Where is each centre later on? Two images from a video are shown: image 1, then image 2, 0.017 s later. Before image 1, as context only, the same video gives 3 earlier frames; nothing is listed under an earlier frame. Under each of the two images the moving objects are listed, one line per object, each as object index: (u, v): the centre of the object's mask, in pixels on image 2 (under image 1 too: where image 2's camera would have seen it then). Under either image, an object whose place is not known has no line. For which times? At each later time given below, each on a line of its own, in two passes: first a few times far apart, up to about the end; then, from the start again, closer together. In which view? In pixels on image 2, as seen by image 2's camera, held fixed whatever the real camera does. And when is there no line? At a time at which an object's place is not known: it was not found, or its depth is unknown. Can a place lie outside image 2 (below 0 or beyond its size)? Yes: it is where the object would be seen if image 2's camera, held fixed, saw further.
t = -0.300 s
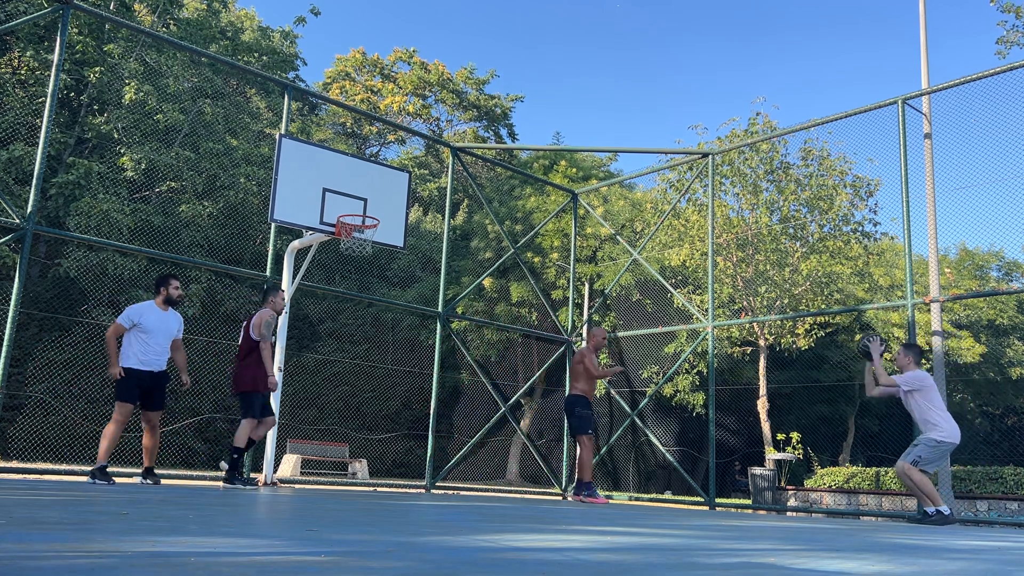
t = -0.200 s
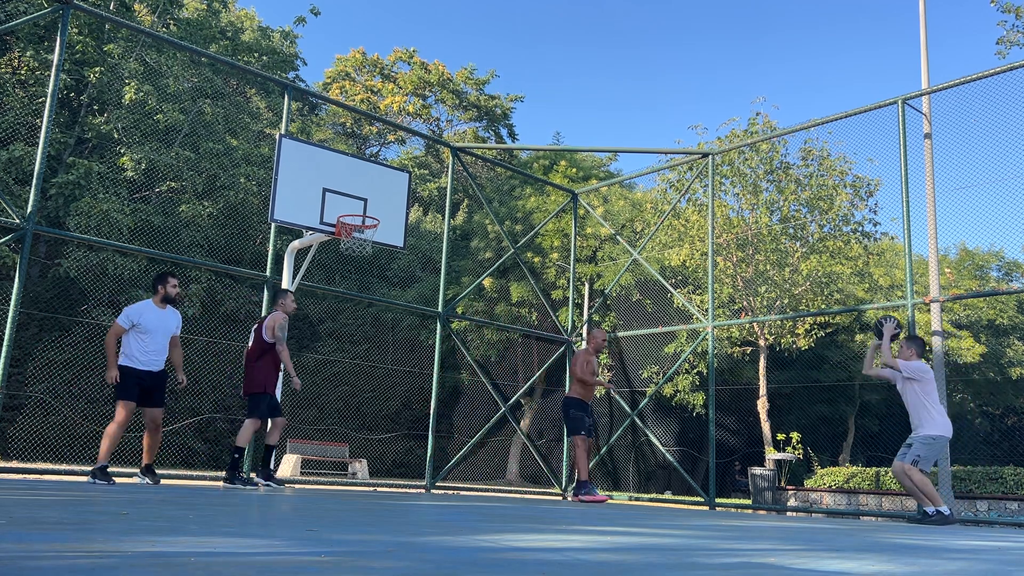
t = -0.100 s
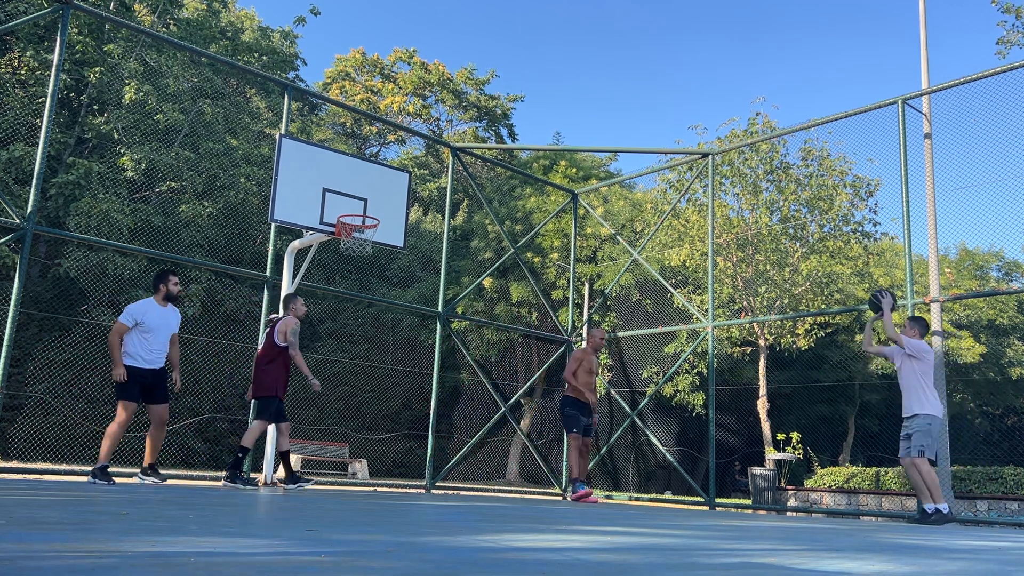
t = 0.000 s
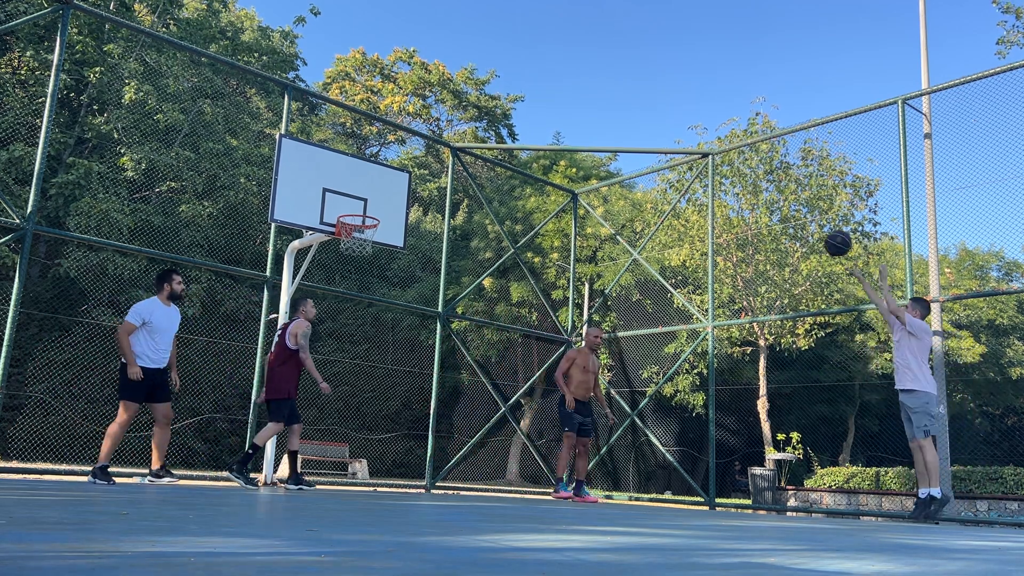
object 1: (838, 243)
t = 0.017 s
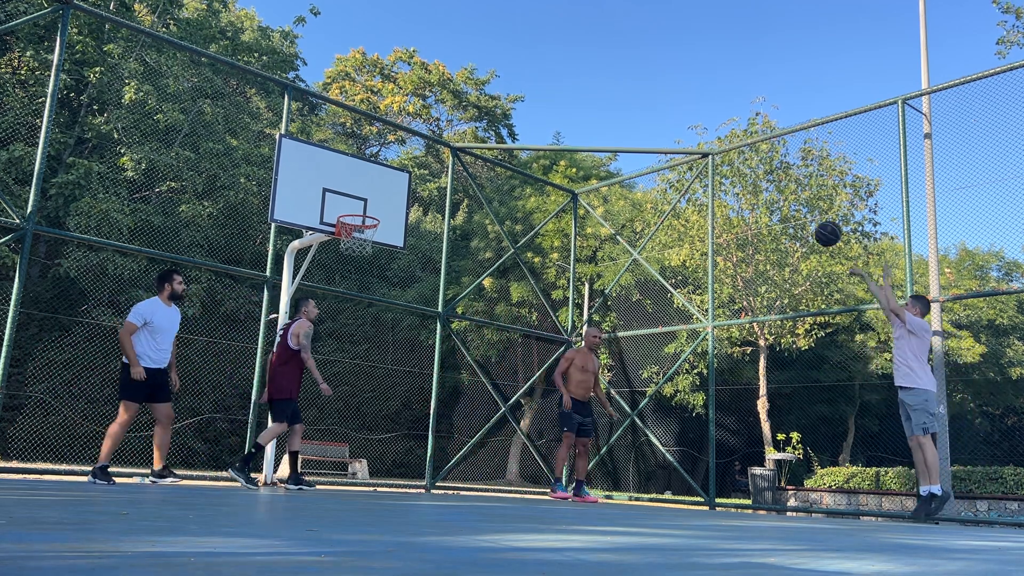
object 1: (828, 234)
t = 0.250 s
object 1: (703, 137)
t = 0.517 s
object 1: (580, 100)
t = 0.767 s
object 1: (475, 121)
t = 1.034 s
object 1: (368, 196)
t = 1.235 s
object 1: (322, 184)
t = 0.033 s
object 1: (818, 224)
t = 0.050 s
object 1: (808, 215)
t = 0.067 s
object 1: (799, 207)
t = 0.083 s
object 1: (790, 198)
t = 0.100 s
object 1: (781, 190)
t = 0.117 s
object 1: (772, 183)
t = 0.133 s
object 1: (763, 176)
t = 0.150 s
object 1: (754, 169)
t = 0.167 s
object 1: (745, 163)
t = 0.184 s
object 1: (737, 157)
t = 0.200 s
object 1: (728, 152)
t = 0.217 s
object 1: (720, 146)
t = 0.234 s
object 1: (711, 141)
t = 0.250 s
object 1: (703, 137)
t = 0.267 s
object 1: (695, 132)
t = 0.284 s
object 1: (687, 128)
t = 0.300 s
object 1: (679, 124)
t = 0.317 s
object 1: (671, 121)
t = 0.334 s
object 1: (663, 118)
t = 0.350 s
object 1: (655, 115)
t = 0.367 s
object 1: (647, 112)
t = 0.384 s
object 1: (639, 110)
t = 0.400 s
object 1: (632, 108)
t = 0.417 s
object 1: (624, 106)
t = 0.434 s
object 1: (617, 104)
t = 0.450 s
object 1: (609, 103)
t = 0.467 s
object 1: (602, 102)
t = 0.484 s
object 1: (594, 101)
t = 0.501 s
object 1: (587, 100)
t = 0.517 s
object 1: (580, 100)
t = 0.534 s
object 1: (573, 100)
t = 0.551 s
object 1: (566, 100)
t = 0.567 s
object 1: (558, 100)
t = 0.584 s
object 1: (551, 101)
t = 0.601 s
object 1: (544, 101)
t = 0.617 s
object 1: (537, 102)
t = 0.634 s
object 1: (530, 103)
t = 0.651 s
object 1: (523, 105)
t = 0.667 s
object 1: (516, 106)
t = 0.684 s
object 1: (509, 108)
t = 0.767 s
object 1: (475, 121)
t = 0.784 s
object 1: (468, 125)
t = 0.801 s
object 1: (461, 128)
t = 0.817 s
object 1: (454, 131)
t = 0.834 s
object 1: (448, 134)
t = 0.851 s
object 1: (441, 139)
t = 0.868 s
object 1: (434, 144)
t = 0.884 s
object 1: (428, 148)
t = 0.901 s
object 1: (420, 152)
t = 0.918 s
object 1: (414, 157)
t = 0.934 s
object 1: (407, 163)
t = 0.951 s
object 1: (401, 168)
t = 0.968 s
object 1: (394, 173)
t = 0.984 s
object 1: (388, 178)
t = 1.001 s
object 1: (381, 184)
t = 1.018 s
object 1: (374, 190)
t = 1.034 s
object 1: (368, 196)
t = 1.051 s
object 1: (361, 203)
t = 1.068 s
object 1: (356, 207)
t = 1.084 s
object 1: (354, 204)
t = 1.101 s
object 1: (350, 201)
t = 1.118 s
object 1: (346, 198)
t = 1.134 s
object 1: (343, 195)
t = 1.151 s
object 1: (340, 193)
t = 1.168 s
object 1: (336, 190)
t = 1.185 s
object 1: (333, 188)
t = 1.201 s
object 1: (329, 187)
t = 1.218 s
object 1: (326, 185)
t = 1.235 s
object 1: (322, 184)
